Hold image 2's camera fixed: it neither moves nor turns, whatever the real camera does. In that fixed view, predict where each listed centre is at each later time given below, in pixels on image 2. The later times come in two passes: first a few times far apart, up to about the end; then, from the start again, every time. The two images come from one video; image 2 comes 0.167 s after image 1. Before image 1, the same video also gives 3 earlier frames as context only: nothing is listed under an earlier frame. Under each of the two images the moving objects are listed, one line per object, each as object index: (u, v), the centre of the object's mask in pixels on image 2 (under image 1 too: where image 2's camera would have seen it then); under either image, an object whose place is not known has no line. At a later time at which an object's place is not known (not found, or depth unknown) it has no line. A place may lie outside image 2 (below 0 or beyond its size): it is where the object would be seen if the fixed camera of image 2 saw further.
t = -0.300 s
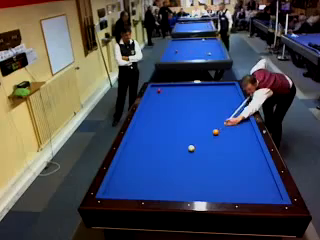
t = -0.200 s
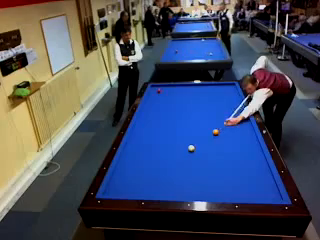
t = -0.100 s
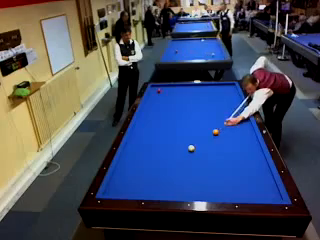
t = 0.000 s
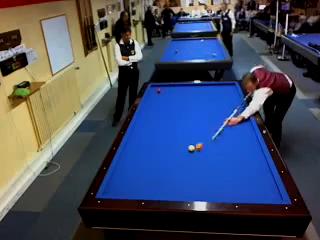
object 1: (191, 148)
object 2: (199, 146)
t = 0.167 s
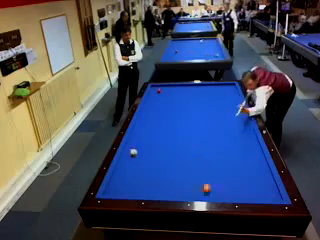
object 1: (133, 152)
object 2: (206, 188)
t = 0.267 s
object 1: (140, 155)
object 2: (220, 162)
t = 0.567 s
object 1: (212, 164)
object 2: (245, 115)
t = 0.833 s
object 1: (265, 172)
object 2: (222, 96)
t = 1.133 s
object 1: (219, 173)
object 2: (206, 85)
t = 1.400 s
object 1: (187, 174)
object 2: (188, 96)
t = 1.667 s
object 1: (155, 175)
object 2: (168, 106)
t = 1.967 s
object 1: (120, 177)
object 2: (143, 117)
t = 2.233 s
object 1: (128, 178)
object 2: (144, 129)
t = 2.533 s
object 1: (147, 179)
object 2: (154, 144)
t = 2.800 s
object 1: (164, 180)
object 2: (165, 160)
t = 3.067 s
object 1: (181, 184)
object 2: (177, 177)
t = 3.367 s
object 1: (204, 192)
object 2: (189, 185)
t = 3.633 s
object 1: (217, 184)
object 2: (200, 192)
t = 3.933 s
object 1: (230, 176)
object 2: (215, 194)
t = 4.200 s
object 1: (242, 170)
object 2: (229, 191)
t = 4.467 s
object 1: (252, 164)
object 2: (243, 188)
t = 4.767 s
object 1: (262, 158)
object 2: (257, 184)
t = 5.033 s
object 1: (254, 153)
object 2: (269, 181)
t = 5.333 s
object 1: (246, 148)
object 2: (263, 176)
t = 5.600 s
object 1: (239, 144)
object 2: (254, 172)
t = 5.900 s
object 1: (232, 140)
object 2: (246, 167)
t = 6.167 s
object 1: (226, 137)
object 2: (239, 164)
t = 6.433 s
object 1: (221, 133)
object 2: (233, 161)
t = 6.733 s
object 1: (216, 130)
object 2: (227, 157)
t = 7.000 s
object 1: (211, 128)
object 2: (221, 154)
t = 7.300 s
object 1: (207, 125)
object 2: (216, 152)
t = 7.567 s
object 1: (203, 123)
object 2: (211, 150)
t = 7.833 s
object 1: (199, 121)
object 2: (207, 148)
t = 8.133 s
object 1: (196, 119)
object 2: (203, 146)
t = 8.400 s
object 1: (193, 117)
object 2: (200, 144)
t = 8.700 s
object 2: (196, 143)
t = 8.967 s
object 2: (194, 141)
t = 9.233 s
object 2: (191, 140)
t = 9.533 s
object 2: (188, 138)
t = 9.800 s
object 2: (186, 137)
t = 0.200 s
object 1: (123, 153)
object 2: (211, 179)
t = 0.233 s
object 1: (132, 154)
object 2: (216, 170)
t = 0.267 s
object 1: (140, 155)
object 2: (220, 162)
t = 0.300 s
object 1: (148, 156)
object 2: (224, 155)
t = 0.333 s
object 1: (156, 156)
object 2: (227, 148)
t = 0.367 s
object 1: (164, 158)
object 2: (230, 142)
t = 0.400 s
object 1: (172, 159)
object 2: (233, 137)
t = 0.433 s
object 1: (180, 160)
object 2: (236, 132)
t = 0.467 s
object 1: (188, 161)
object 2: (238, 127)
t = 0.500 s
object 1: (196, 162)
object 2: (241, 122)
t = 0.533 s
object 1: (204, 163)
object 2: (243, 119)
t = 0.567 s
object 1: (212, 164)
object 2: (245, 115)
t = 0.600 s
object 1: (220, 165)
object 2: (242, 112)
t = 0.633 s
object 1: (227, 166)
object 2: (239, 109)
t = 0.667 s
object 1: (234, 167)
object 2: (235, 107)
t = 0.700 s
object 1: (242, 168)
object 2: (232, 104)
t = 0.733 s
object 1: (249, 169)
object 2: (229, 102)
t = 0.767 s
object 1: (257, 170)
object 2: (227, 99)
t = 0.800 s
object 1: (265, 171)
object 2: (225, 98)
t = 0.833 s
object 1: (265, 172)
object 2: (222, 96)
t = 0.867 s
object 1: (259, 172)
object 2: (221, 94)
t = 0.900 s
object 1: (253, 172)
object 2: (219, 92)
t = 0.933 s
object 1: (247, 172)
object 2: (217, 91)
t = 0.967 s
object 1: (242, 172)
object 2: (215, 90)
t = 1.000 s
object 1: (237, 172)
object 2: (213, 88)
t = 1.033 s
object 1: (232, 172)
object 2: (212, 86)
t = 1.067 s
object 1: (228, 172)
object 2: (210, 85)
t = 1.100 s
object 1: (223, 172)
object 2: (208, 85)
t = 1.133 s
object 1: (219, 173)
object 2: (206, 85)
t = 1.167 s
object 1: (215, 173)
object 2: (204, 87)
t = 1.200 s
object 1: (211, 173)
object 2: (202, 89)
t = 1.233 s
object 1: (207, 173)
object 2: (200, 90)
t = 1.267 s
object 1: (203, 173)
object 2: (197, 91)
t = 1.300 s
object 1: (199, 174)
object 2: (195, 92)
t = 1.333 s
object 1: (195, 174)
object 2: (193, 93)
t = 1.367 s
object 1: (191, 174)
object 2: (190, 95)
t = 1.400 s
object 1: (187, 174)
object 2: (188, 96)
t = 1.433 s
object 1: (183, 174)
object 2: (185, 97)
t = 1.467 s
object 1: (179, 174)
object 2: (183, 98)
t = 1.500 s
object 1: (175, 175)
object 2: (181, 100)
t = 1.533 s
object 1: (171, 175)
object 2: (179, 101)
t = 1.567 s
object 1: (167, 175)
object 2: (176, 102)
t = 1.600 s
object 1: (163, 175)
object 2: (174, 103)
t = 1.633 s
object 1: (159, 175)
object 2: (171, 104)
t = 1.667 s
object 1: (155, 175)
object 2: (168, 106)
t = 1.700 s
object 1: (151, 176)
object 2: (166, 106)
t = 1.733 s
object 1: (147, 176)
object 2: (163, 108)
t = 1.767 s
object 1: (143, 176)
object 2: (161, 109)
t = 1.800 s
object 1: (139, 176)
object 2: (157, 110)
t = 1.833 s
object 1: (135, 176)
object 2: (155, 112)
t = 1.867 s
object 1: (132, 176)
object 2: (152, 113)
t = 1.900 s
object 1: (128, 176)
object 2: (149, 115)
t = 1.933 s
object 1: (124, 177)
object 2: (146, 116)
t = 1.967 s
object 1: (120, 177)
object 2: (143, 117)
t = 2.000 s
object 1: (116, 177)
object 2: (140, 119)
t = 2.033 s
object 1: (113, 177)
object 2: (137, 121)
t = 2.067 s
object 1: (116, 177)
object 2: (138, 122)
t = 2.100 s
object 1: (119, 177)
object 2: (139, 123)
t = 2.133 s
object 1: (121, 177)
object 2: (141, 124)
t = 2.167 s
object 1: (124, 178)
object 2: (142, 126)
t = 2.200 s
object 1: (126, 178)
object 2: (143, 127)
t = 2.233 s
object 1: (128, 178)
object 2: (144, 129)
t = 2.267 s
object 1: (130, 178)
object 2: (145, 131)
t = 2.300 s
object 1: (132, 178)
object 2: (147, 132)
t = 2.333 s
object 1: (134, 178)
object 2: (148, 134)
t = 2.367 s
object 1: (136, 178)
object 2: (149, 135)
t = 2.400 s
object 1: (138, 178)
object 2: (150, 137)
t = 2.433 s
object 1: (140, 178)
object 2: (151, 139)
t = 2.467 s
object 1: (143, 178)
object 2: (152, 141)
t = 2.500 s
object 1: (145, 178)
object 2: (153, 143)
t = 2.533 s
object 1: (147, 179)
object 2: (154, 144)
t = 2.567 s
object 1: (149, 179)
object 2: (156, 146)
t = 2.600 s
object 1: (151, 179)
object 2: (156, 148)
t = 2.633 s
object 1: (153, 179)
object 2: (158, 150)
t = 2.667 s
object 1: (155, 179)
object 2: (159, 152)
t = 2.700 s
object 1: (157, 179)
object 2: (161, 154)
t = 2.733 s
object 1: (159, 179)
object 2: (162, 156)
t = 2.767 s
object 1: (161, 179)
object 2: (163, 158)
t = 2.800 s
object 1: (164, 180)
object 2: (165, 160)
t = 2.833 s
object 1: (166, 180)
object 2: (166, 163)
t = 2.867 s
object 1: (168, 180)
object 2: (168, 165)
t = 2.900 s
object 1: (170, 180)
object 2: (170, 167)
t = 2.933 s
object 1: (172, 180)
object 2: (171, 170)
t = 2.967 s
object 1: (174, 180)
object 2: (173, 172)
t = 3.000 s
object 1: (176, 180)
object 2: (175, 173)
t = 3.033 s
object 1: (178, 181)
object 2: (176, 175)
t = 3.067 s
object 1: (181, 184)
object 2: (177, 177)
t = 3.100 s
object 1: (184, 186)
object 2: (179, 177)
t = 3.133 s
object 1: (187, 188)
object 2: (180, 178)
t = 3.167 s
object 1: (190, 190)
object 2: (181, 179)
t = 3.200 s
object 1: (192, 192)
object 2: (182, 180)
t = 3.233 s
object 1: (195, 194)
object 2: (184, 181)
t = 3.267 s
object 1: (198, 195)
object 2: (185, 182)
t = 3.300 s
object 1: (200, 194)
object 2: (186, 183)
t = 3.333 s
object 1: (202, 193)
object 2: (187, 184)
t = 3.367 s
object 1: (204, 192)
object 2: (189, 185)
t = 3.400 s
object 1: (205, 191)
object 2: (190, 186)
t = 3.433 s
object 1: (207, 190)
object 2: (191, 187)
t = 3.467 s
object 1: (209, 189)
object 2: (193, 187)
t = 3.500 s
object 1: (210, 188)
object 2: (194, 189)
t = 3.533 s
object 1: (212, 187)
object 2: (196, 190)
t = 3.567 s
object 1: (214, 186)
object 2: (197, 191)
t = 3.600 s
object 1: (215, 185)
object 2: (198, 192)
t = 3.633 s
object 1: (217, 184)
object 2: (200, 192)
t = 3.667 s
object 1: (218, 183)
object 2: (201, 193)
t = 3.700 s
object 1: (220, 182)
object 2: (203, 194)
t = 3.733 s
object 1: (221, 182)
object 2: (204, 194)
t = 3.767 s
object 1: (223, 181)
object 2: (206, 195)
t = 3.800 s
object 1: (224, 180)
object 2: (207, 195)
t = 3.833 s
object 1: (226, 179)
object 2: (209, 195)
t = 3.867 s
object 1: (228, 178)
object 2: (211, 194)
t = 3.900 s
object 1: (229, 177)
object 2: (213, 194)
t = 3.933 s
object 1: (230, 176)
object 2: (215, 194)
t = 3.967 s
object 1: (232, 175)
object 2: (217, 193)
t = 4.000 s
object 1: (233, 174)
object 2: (218, 193)
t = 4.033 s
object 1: (235, 174)
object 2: (220, 193)
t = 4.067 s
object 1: (236, 173)
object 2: (222, 192)
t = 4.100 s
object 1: (238, 172)
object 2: (224, 192)
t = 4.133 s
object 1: (239, 171)
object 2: (225, 192)
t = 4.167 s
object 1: (240, 171)
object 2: (227, 191)
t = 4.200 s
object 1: (242, 170)
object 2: (229, 191)
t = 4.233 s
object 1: (243, 169)
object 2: (231, 190)
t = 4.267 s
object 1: (244, 168)
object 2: (233, 190)
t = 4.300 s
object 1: (246, 167)
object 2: (234, 190)
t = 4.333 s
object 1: (247, 167)
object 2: (236, 189)
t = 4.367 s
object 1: (248, 166)
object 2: (237, 189)
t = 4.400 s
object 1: (249, 165)
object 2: (239, 188)
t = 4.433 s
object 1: (250, 164)
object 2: (241, 188)
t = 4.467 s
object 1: (252, 164)
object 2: (243, 188)
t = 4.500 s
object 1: (253, 163)
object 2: (244, 187)
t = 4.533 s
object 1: (254, 163)
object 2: (246, 187)
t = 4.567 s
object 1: (255, 162)
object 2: (247, 186)
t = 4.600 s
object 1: (256, 161)
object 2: (249, 186)
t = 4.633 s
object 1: (258, 160)
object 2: (251, 186)
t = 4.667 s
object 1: (259, 160)
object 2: (252, 185)
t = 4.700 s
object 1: (260, 159)
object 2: (254, 185)
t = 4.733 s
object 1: (261, 158)
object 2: (255, 185)
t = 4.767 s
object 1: (262, 158)
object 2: (257, 184)
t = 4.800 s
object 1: (261, 157)
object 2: (259, 184)
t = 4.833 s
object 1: (260, 156)
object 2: (260, 183)
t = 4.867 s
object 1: (259, 156)
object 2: (262, 183)
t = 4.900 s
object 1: (258, 155)
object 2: (263, 183)
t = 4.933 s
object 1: (257, 155)
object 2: (265, 183)
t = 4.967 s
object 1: (256, 154)
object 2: (266, 182)
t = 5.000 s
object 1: (255, 153)
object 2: (267, 181)
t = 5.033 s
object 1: (254, 153)
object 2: (269, 181)
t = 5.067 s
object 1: (253, 152)
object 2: (271, 181)
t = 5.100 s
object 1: (252, 152)
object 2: (270, 180)
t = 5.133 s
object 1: (251, 151)
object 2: (269, 180)
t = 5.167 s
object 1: (250, 150)
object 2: (268, 179)
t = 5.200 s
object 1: (249, 150)
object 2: (267, 179)
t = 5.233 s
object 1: (248, 149)
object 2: (266, 178)
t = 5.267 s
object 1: (247, 149)
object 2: (265, 177)
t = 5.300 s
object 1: (247, 149)
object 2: (264, 177)
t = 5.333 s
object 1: (246, 148)
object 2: (263, 176)
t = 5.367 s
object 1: (245, 148)
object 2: (262, 176)
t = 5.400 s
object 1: (244, 147)
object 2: (260, 175)
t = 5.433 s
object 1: (243, 146)
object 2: (260, 175)
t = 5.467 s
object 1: (242, 146)
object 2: (259, 174)
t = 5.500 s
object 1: (242, 146)
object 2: (258, 173)
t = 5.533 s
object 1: (241, 145)
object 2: (257, 173)
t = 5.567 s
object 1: (240, 144)
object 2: (255, 172)
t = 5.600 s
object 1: (239, 144)
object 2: (254, 172)
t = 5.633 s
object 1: (238, 143)
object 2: (253, 171)
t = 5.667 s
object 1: (238, 143)
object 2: (252, 171)
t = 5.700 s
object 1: (236, 142)
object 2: (251, 170)
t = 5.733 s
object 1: (236, 142)
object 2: (250, 170)
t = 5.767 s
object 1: (235, 141)
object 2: (249, 169)
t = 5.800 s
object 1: (234, 141)
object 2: (249, 169)
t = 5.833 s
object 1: (233, 140)
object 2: (248, 168)
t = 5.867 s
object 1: (233, 140)
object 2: (247, 168)
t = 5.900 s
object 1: (232, 140)
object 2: (246, 167)
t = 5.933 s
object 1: (231, 139)
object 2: (245, 167)
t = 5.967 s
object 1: (230, 139)
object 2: (244, 166)
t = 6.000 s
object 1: (230, 139)
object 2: (244, 166)
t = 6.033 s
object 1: (229, 138)
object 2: (243, 166)
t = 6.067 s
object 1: (228, 138)
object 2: (242, 165)
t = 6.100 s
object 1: (228, 137)
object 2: (241, 165)
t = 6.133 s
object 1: (227, 137)
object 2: (240, 164)
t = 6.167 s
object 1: (226, 137)
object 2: (239, 164)
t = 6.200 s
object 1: (226, 136)
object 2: (239, 164)
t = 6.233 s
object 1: (225, 136)
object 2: (238, 163)
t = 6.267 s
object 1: (224, 136)
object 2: (237, 163)
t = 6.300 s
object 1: (224, 135)
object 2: (236, 162)
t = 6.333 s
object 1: (223, 135)
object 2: (235, 162)
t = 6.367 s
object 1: (222, 134)
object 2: (235, 162)
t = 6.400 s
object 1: (222, 133)
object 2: (234, 161)
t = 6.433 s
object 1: (221, 133)
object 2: (233, 161)
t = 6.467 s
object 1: (220, 133)
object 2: (232, 160)
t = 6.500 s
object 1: (220, 132)
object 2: (231, 160)
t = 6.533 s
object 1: (219, 132)
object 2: (231, 159)
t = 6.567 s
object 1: (218, 132)
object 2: (230, 159)
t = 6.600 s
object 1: (218, 132)
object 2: (229, 159)
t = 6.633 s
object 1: (217, 131)
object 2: (229, 158)
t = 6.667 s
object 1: (217, 131)
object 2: (228, 158)
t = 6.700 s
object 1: (216, 131)
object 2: (227, 158)
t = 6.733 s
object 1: (216, 130)
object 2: (227, 157)
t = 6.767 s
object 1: (215, 130)
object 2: (226, 157)
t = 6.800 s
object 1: (214, 130)
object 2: (225, 156)
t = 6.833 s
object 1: (214, 129)
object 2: (225, 156)
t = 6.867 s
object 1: (213, 129)
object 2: (224, 155)
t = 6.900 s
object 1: (213, 129)
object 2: (223, 155)
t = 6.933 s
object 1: (212, 128)
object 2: (223, 155)
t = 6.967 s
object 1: (212, 128)
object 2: (222, 155)
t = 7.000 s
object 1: (211, 128)
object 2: (221, 154)
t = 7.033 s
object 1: (211, 127)
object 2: (220, 154)
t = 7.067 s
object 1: (210, 127)
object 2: (220, 154)
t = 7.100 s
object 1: (210, 127)
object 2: (219, 154)
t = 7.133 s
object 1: (209, 127)
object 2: (219, 153)
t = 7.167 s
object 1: (208, 126)
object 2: (218, 153)
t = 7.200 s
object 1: (208, 126)
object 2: (218, 153)
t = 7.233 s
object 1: (208, 125)
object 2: (217, 152)
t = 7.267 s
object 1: (207, 125)
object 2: (216, 152)
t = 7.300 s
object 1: (207, 125)
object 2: (216, 152)
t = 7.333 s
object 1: (206, 125)
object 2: (215, 152)
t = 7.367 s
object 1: (206, 124)
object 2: (215, 152)
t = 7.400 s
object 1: (205, 124)
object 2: (214, 151)
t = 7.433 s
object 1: (205, 124)
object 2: (213, 151)
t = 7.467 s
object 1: (204, 123)
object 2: (213, 151)
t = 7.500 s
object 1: (203, 123)
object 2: (212, 151)
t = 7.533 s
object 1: (203, 123)
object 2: (212, 150)
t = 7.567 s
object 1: (203, 123)
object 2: (211, 150)
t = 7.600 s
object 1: (202, 123)
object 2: (211, 150)
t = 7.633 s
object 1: (202, 122)
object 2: (210, 149)
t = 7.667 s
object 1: (202, 122)
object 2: (210, 149)
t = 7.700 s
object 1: (201, 122)
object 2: (209, 149)
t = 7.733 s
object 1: (200, 121)
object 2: (209, 148)
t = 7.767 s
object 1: (200, 121)
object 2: (208, 148)
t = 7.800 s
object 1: (200, 121)
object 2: (208, 148)
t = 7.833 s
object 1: (199, 121)
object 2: (207, 148)
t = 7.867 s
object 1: (199, 121)
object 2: (207, 147)
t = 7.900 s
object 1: (199, 120)
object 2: (206, 147)
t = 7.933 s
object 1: (198, 120)
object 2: (206, 147)
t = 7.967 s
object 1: (198, 120)
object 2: (205, 147)
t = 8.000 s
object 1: (197, 120)
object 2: (205, 147)
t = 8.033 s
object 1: (197, 119)
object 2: (204, 146)
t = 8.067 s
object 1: (197, 119)
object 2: (204, 146)
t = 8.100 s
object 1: (196, 119)
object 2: (204, 146)
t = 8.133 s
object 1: (196, 119)
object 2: (203, 146)
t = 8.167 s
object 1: (195, 118)
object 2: (203, 145)
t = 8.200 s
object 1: (195, 118)
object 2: (202, 145)
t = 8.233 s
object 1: (195, 118)
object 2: (202, 145)
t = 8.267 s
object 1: (194, 118)
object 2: (201, 145)
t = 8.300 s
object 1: (194, 117)
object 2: (201, 145)
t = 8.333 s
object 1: (194, 117)
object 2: (200, 145)
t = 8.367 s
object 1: (193, 117)
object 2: (200, 144)
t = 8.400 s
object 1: (193, 117)
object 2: (200, 144)
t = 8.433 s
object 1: (192, 117)
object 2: (199, 144)
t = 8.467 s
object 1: (192, 116)
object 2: (199, 144)
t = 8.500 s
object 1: (192, 116)
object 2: (199, 143)
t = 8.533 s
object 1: (191, 116)
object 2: (198, 143)
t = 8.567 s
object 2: (198, 143)
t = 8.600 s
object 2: (197, 143)
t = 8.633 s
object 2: (197, 143)
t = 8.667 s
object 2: (197, 142)
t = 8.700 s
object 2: (196, 143)
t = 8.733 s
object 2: (196, 142)
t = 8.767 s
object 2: (195, 142)
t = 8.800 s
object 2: (195, 142)
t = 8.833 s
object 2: (195, 142)
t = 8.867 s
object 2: (195, 142)
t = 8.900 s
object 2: (194, 142)
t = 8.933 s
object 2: (194, 141)
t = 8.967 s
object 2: (194, 141)
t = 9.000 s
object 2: (193, 141)
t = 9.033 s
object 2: (193, 140)
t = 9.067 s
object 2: (193, 140)
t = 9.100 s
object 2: (192, 140)
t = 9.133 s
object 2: (192, 140)
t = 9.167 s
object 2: (191, 140)
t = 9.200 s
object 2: (191, 140)
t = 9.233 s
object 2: (191, 140)
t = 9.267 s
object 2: (191, 139)
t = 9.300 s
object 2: (190, 139)
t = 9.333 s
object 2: (190, 139)
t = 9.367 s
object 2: (189, 139)
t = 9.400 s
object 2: (189, 139)
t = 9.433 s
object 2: (189, 139)
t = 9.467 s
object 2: (188, 139)
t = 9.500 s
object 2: (188, 139)
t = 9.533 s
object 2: (188, 138)
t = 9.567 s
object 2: (187, 138)
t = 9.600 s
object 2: (187, 138)
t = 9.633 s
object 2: (187, 138)
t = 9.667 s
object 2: (187, 138)
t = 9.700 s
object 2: (186, 138)
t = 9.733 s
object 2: (186, 138)
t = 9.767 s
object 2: (186, 137)
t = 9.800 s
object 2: (186, 137)
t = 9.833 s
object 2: (186, 137)
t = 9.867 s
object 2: (185, 137)
